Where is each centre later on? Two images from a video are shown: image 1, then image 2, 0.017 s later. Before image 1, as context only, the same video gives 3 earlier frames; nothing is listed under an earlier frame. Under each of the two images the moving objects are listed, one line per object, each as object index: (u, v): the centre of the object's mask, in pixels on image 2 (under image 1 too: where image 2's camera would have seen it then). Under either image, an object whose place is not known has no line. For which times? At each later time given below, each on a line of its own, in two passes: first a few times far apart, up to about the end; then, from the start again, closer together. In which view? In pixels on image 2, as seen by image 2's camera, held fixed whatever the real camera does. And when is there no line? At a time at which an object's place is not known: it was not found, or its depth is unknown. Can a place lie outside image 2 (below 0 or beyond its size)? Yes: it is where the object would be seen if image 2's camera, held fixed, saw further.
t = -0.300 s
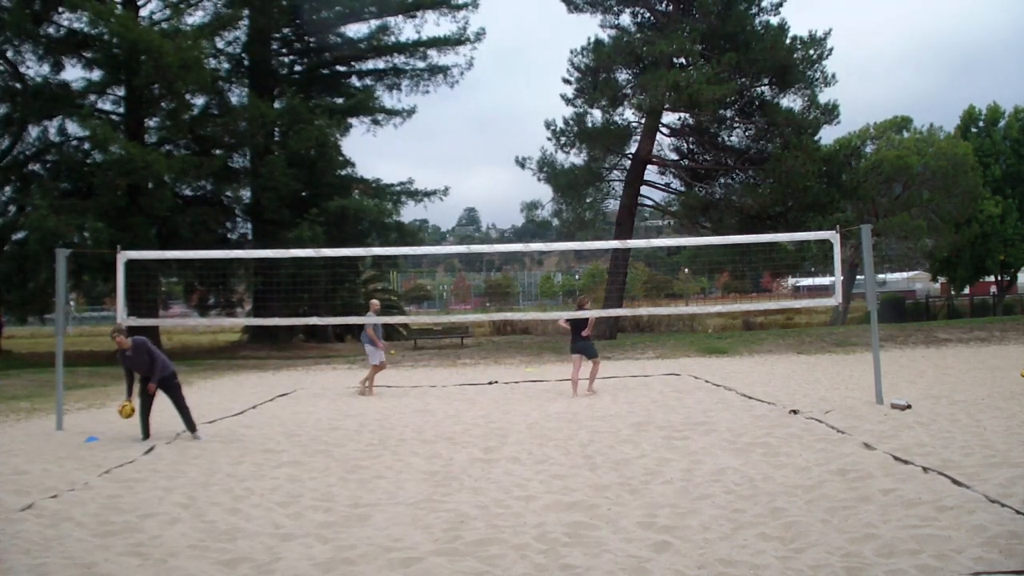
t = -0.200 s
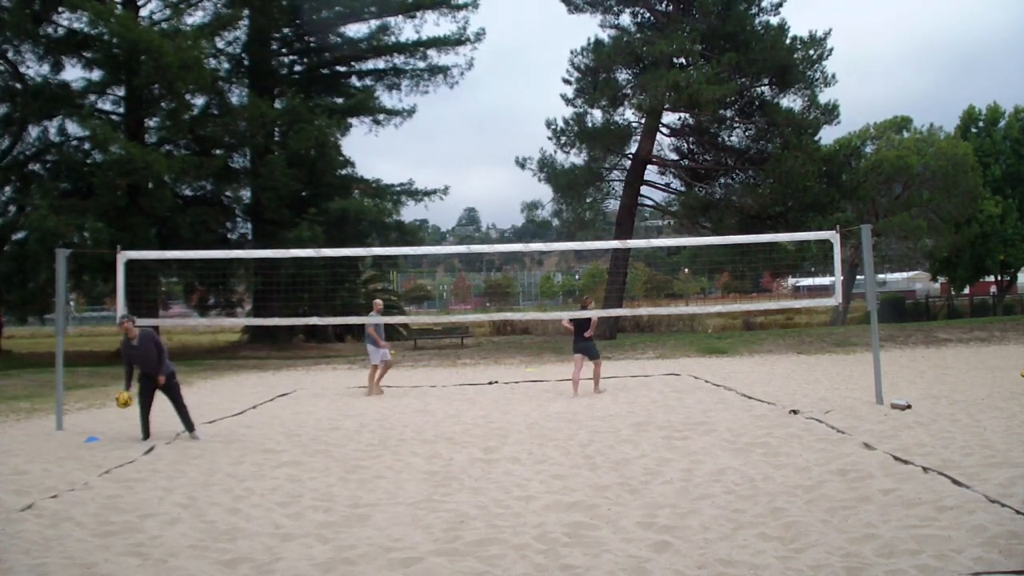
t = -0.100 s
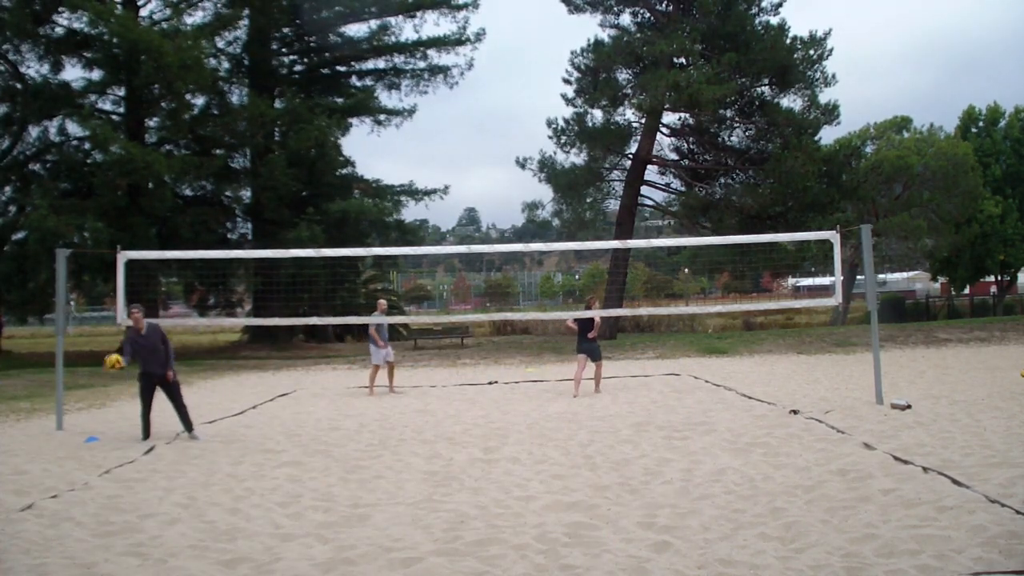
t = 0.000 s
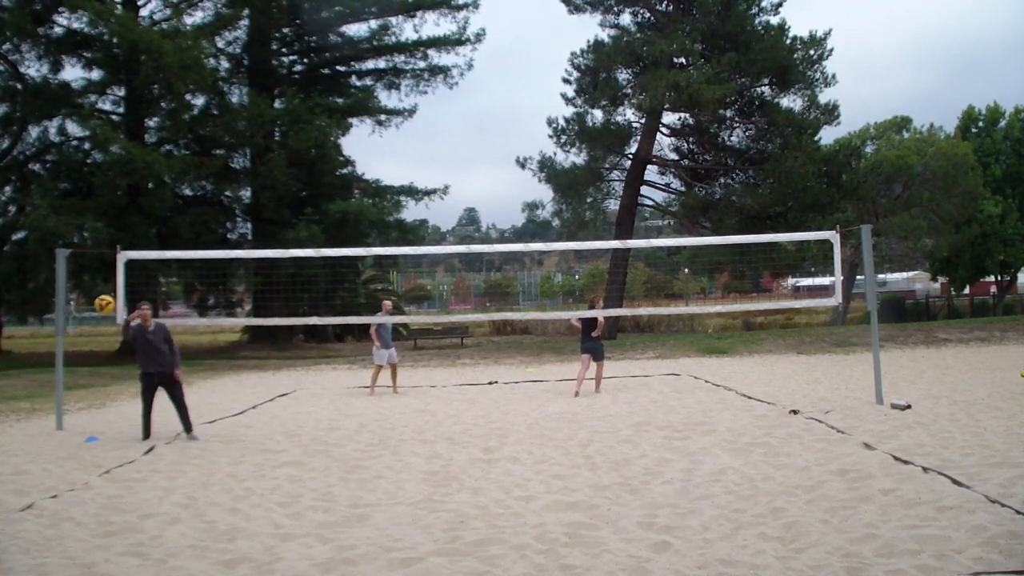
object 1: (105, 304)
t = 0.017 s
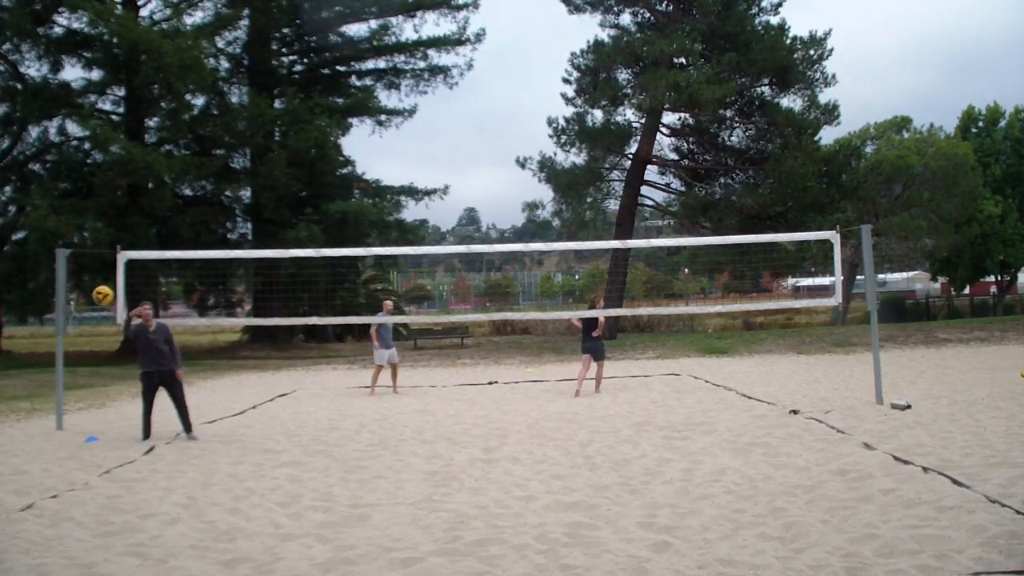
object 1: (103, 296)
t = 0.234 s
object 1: (80, 184)
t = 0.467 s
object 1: (49, 89)
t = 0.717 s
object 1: (7, 31)
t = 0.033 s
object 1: (101, 286)
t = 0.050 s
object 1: (100, 277)
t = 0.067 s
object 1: (98, 268)
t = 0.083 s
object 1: (96, 259)
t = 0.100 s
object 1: (95, 250)
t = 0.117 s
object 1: (93, 242)
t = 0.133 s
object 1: (91, 233)
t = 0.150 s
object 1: (89, 225)
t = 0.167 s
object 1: (88, 217)
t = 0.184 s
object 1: (86, 208)
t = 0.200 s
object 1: (84, 200)
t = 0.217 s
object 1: (82, 192)
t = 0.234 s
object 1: (80, 184)
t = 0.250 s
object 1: (78, 176)
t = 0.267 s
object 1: (76, 169)
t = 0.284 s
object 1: (74, 161)
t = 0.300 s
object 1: (72, 154)
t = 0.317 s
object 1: (70, 147)
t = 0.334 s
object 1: (68, 141)
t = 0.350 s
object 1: (65, 133)
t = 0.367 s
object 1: (64, 127)
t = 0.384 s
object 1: (61, 120)
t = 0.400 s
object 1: (58, 113)
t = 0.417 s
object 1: (56, 107)
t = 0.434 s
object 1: (53, 101)
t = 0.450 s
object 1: (51, 95)
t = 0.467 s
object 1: (49, 89)
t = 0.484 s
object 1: (46, 85)
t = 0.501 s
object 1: (44, 79)
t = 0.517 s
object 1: (40, 74)
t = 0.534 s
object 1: (38, 69)
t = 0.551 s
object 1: (35, 64)
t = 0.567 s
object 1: (32, 59)
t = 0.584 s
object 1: (28, 54)
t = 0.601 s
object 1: (26, 51)
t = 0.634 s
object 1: (18, 44)
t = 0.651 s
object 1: (15, 40)
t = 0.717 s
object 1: (7, 31)
